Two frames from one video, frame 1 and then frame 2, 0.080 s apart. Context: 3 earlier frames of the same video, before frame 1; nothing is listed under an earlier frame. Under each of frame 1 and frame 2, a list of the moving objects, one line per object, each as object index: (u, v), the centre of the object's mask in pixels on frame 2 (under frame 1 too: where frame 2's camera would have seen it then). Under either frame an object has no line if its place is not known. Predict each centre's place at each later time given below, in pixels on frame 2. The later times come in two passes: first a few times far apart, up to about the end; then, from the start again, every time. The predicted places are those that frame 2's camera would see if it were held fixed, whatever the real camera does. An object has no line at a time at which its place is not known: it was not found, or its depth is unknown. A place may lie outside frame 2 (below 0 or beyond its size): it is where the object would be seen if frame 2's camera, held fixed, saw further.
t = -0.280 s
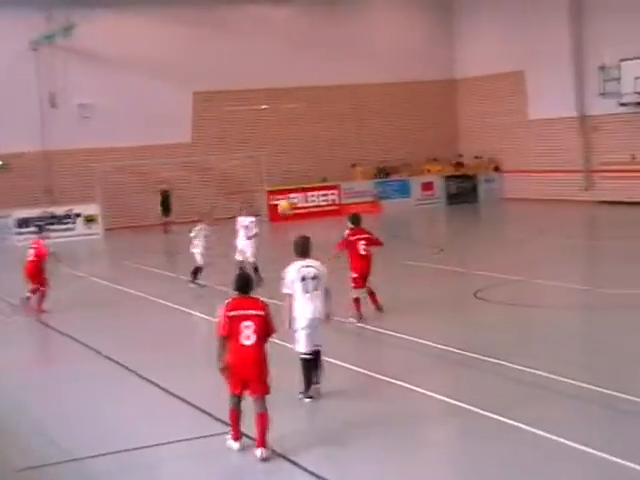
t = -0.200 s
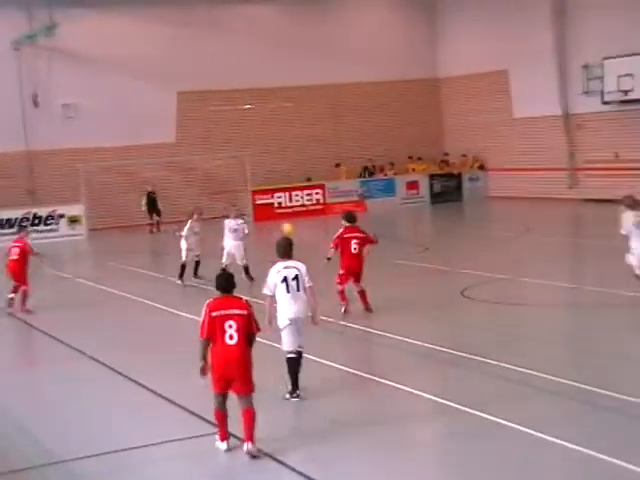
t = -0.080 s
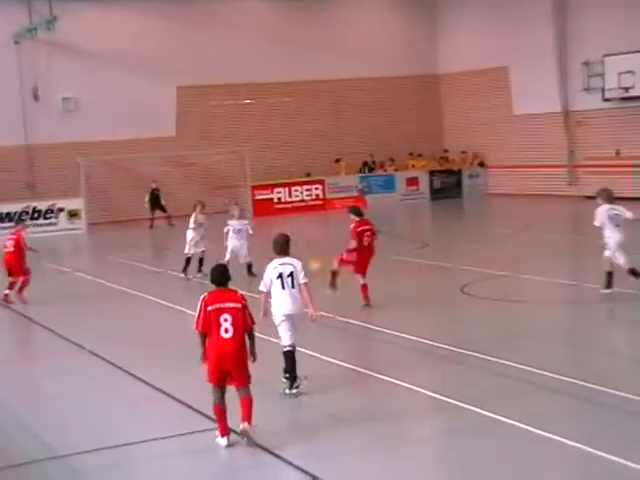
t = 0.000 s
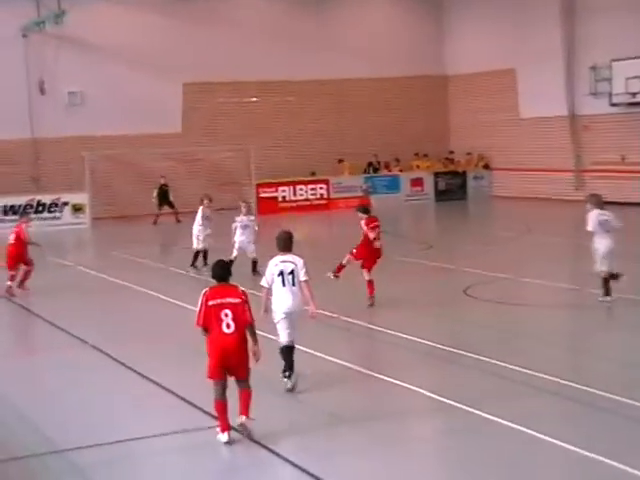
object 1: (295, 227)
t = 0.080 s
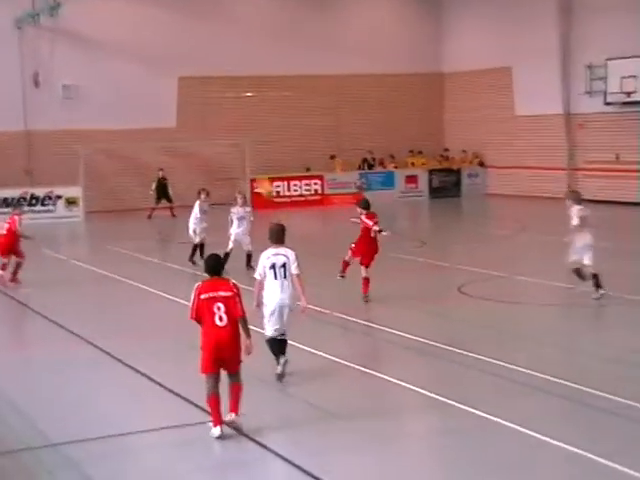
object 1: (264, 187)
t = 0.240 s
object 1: (205, 112)
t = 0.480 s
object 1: (127, 43)
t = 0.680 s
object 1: (67, 18)
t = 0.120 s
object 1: (249, 165)
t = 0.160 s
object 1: (234, 146)
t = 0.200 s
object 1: (221, 130)
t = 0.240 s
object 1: (205, 112)
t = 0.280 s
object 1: (192, 101)
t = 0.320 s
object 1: (181, 83)
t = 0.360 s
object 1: (167, 74)
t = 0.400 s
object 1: (151, 64)
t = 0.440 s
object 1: (139, 52)
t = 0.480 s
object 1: (127, 43)
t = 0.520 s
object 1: (115, 36)
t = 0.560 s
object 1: (104, 32)
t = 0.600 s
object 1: (90, 26)
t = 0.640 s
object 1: (79, 20)
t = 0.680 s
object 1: (67, 18)
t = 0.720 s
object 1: (55, 15)
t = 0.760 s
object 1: (45, 13)
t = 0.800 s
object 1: (32, 13)
